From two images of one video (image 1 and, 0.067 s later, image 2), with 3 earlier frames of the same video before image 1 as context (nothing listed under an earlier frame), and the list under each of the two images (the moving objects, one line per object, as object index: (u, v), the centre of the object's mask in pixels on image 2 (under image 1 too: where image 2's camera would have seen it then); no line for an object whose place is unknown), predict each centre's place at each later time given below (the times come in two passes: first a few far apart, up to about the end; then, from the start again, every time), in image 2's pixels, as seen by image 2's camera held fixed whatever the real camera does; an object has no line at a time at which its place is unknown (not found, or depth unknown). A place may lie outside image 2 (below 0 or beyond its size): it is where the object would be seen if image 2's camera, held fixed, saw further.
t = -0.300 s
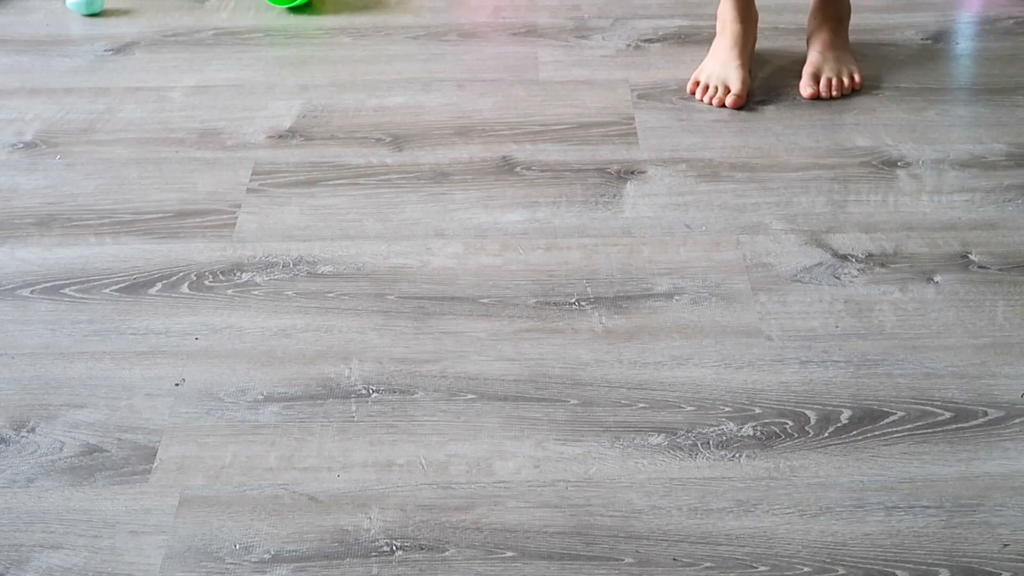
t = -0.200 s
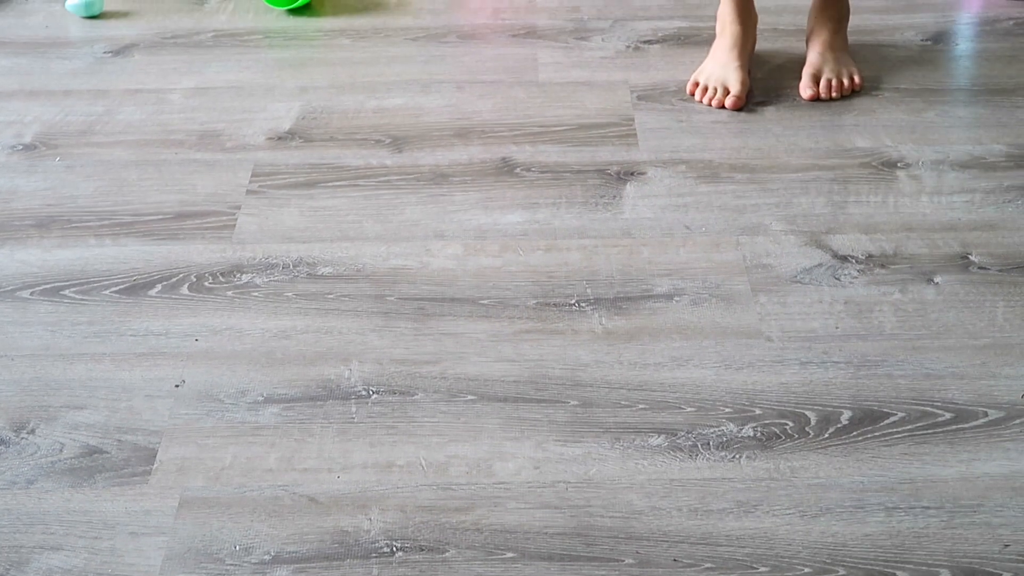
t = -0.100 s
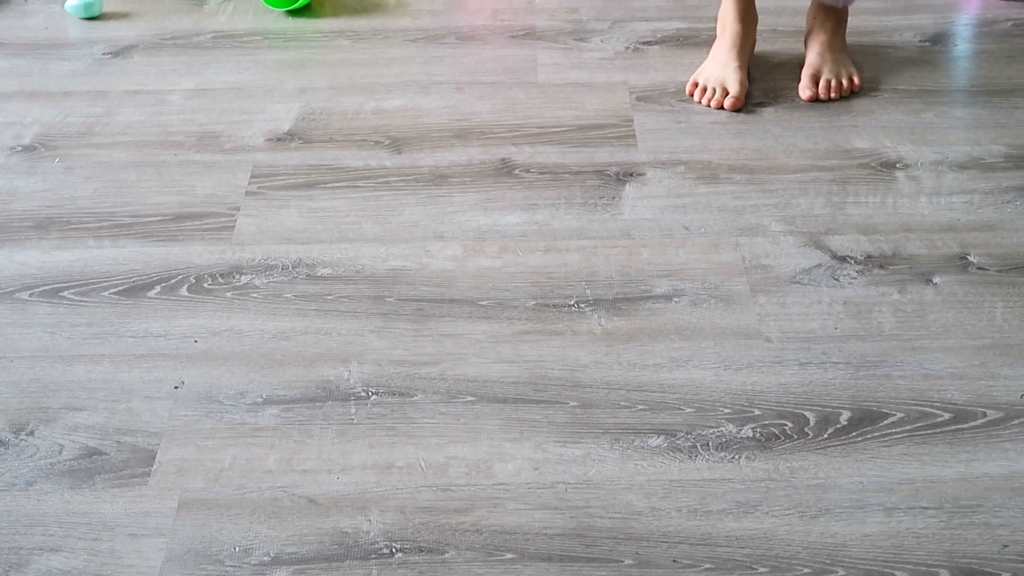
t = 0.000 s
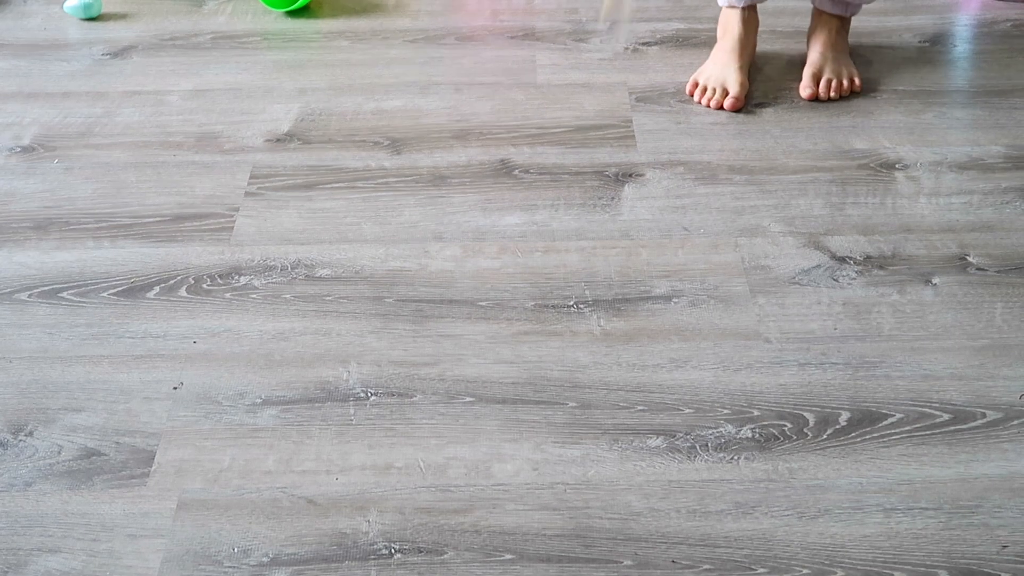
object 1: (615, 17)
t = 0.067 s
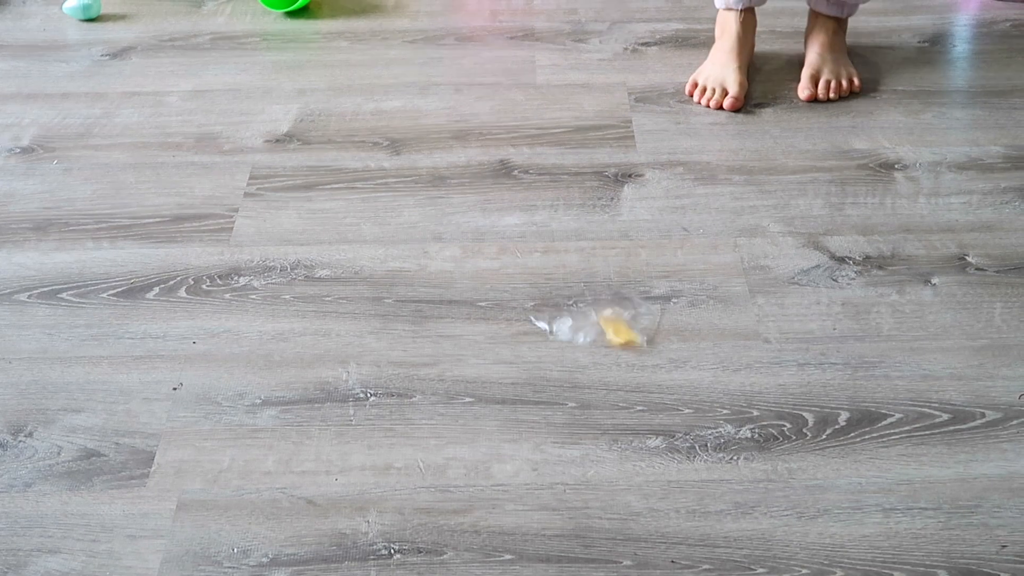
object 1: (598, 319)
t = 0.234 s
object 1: (587, 313)
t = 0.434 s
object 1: (590, 307)
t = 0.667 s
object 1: (594, 306)
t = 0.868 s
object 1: (598, 305)
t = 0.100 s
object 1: (593, 313)
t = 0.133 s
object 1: (588, 311)
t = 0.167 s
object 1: (584, 310)
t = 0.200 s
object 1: (584, 311)
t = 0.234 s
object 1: (587, 313)
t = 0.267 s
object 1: (587, 311)
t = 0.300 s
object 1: (585, 310)
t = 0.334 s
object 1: (586, 309)
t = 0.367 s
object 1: (589, 308)
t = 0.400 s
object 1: (590, 309)
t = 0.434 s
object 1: (590, 307)
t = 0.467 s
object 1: (590, 308)
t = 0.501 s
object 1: (591, 308)
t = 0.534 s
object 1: (592, 308)
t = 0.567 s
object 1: (593, 308)
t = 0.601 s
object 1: (593, 307)
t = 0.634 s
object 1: (594, 306)
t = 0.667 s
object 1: (594, 306)
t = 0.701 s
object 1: (596, 306)
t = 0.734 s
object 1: (597, 306)
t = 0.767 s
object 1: (597, 306)
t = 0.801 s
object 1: (598, 305)
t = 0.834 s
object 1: (598, 305)
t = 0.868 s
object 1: (598, 305)
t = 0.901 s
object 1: (598, 304)
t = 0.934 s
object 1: (597, 304)
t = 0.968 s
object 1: (598, 305)
